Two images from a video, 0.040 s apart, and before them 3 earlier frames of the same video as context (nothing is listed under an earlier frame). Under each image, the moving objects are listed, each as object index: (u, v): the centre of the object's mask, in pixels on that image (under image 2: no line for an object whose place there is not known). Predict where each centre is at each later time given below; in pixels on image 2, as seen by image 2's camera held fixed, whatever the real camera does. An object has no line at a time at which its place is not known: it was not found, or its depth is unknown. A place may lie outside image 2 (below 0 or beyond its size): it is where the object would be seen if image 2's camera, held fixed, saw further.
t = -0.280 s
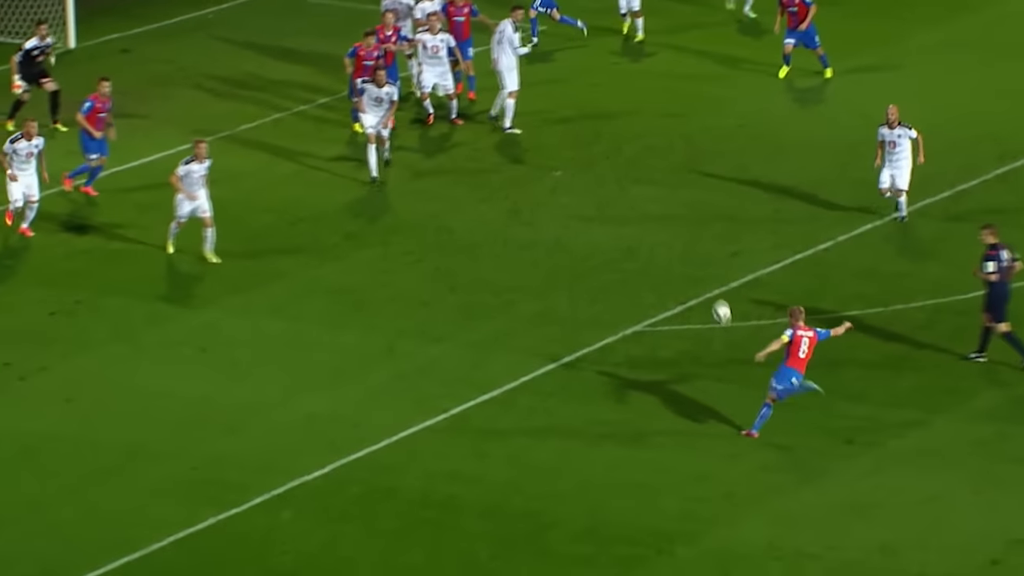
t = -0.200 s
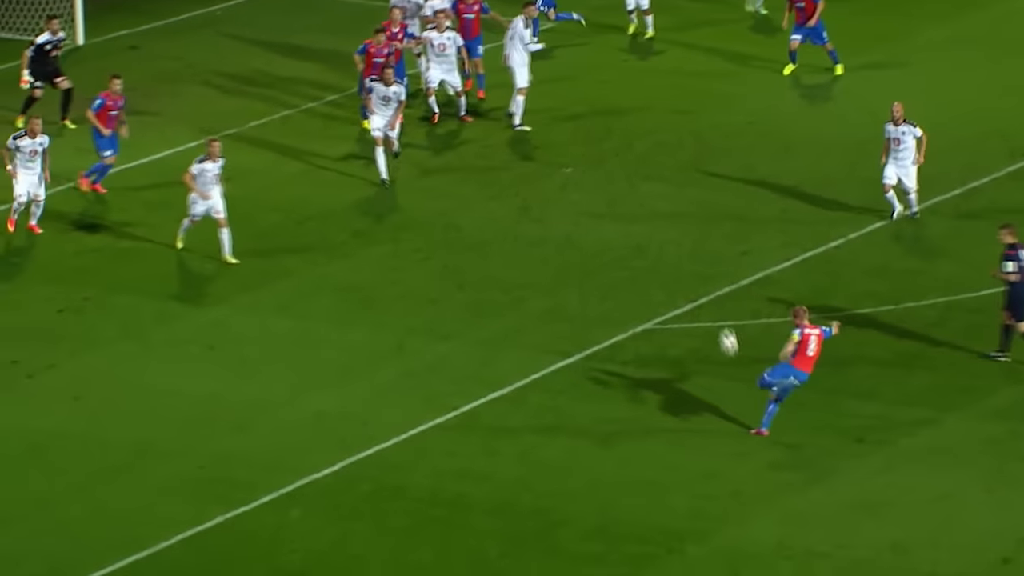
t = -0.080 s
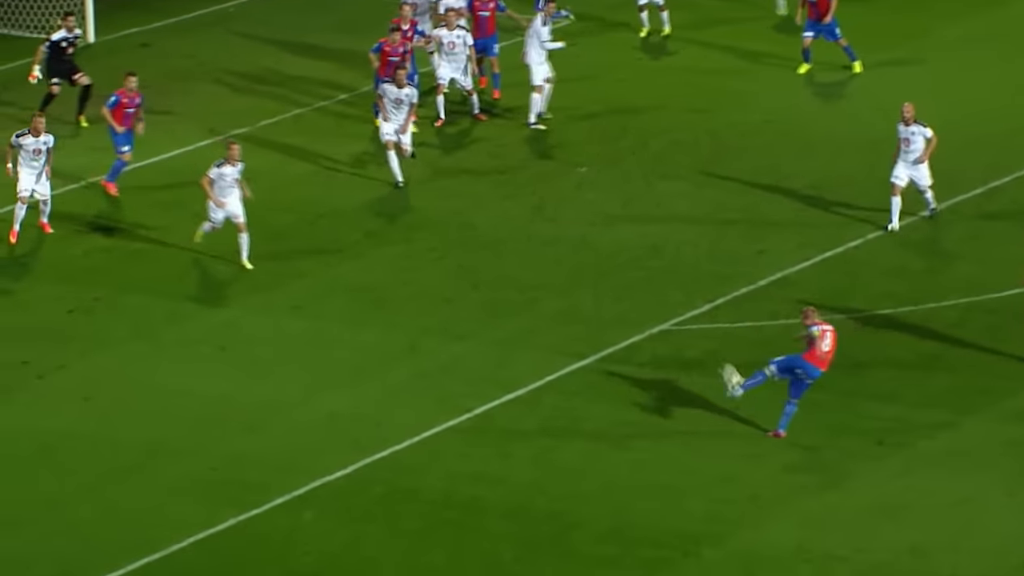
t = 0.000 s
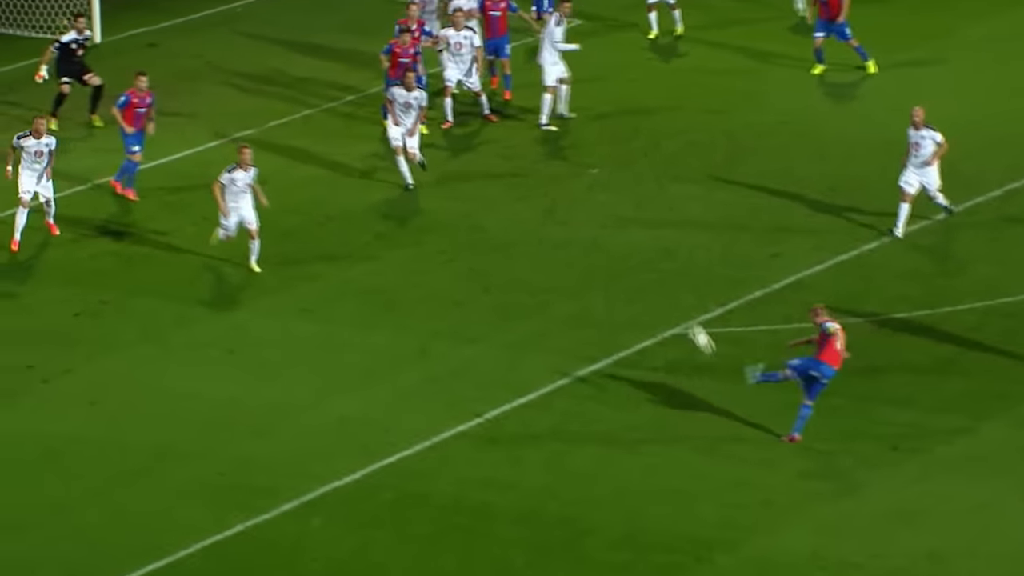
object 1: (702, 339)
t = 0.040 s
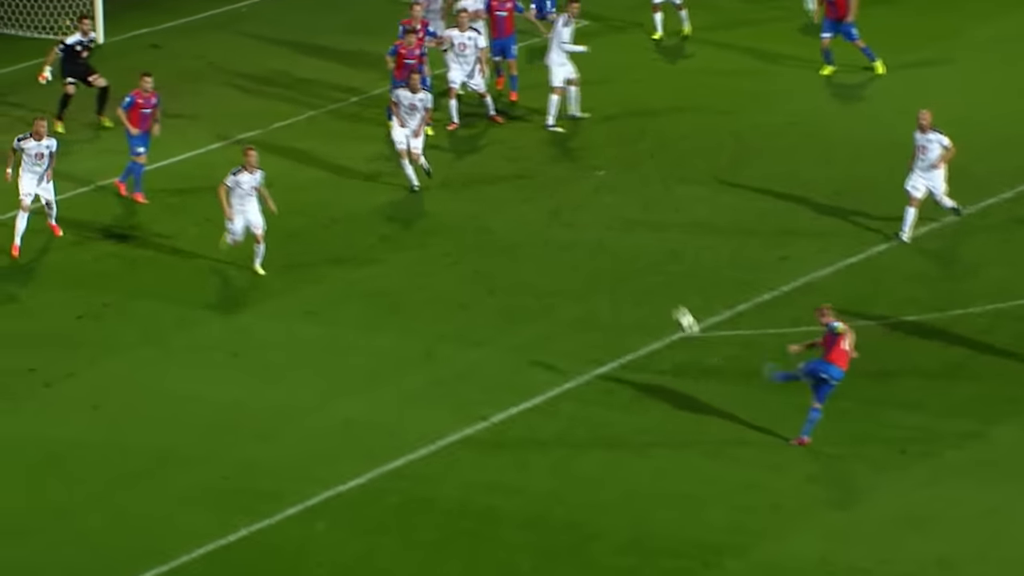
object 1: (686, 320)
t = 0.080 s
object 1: (664, 300)
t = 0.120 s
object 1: (641, 280)
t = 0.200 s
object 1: (596, 244)
